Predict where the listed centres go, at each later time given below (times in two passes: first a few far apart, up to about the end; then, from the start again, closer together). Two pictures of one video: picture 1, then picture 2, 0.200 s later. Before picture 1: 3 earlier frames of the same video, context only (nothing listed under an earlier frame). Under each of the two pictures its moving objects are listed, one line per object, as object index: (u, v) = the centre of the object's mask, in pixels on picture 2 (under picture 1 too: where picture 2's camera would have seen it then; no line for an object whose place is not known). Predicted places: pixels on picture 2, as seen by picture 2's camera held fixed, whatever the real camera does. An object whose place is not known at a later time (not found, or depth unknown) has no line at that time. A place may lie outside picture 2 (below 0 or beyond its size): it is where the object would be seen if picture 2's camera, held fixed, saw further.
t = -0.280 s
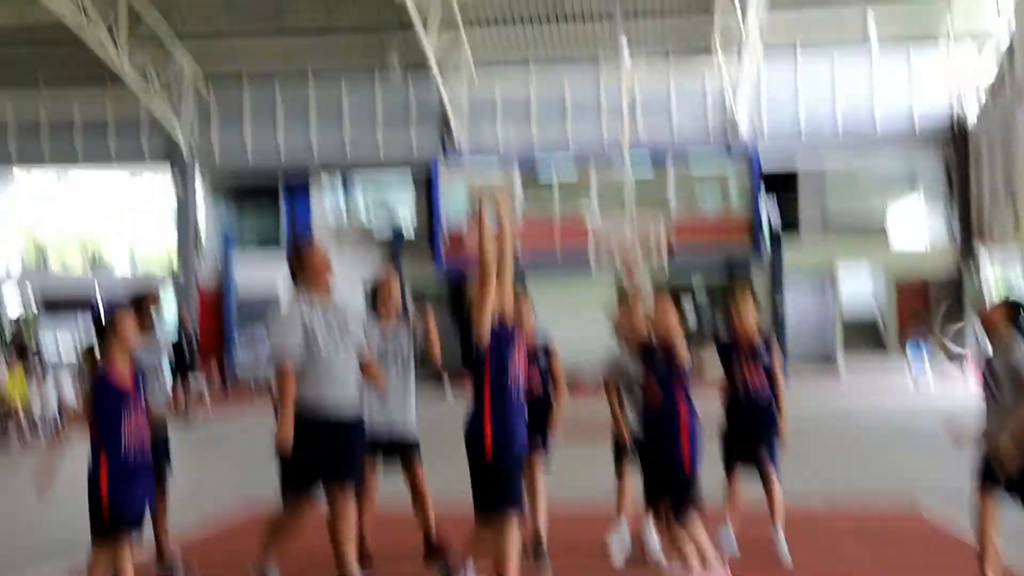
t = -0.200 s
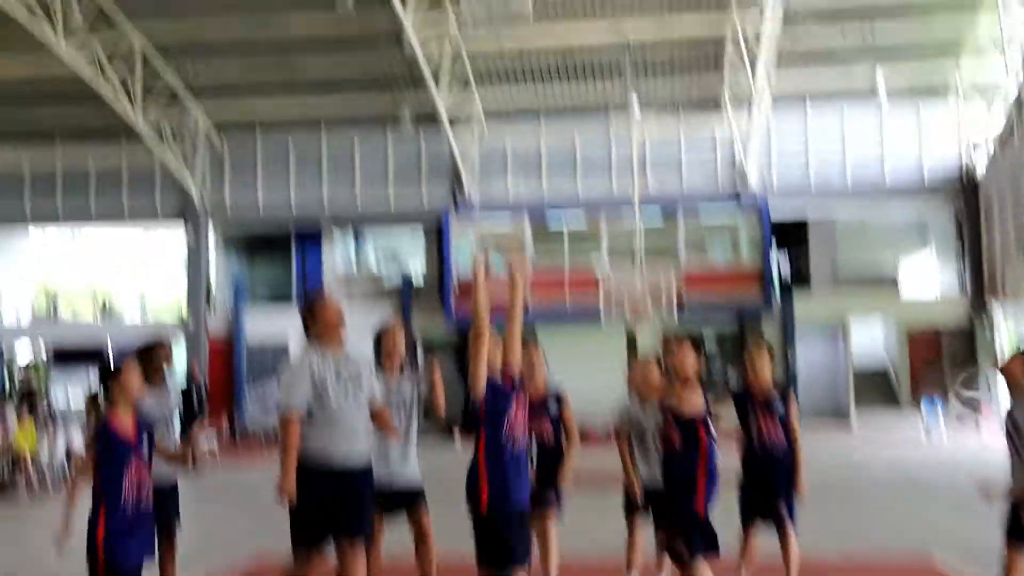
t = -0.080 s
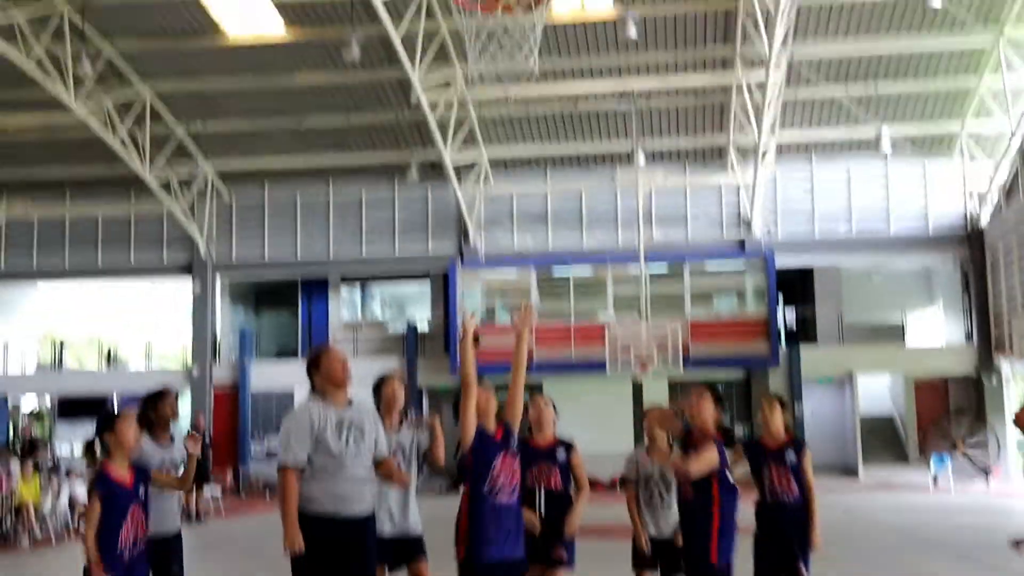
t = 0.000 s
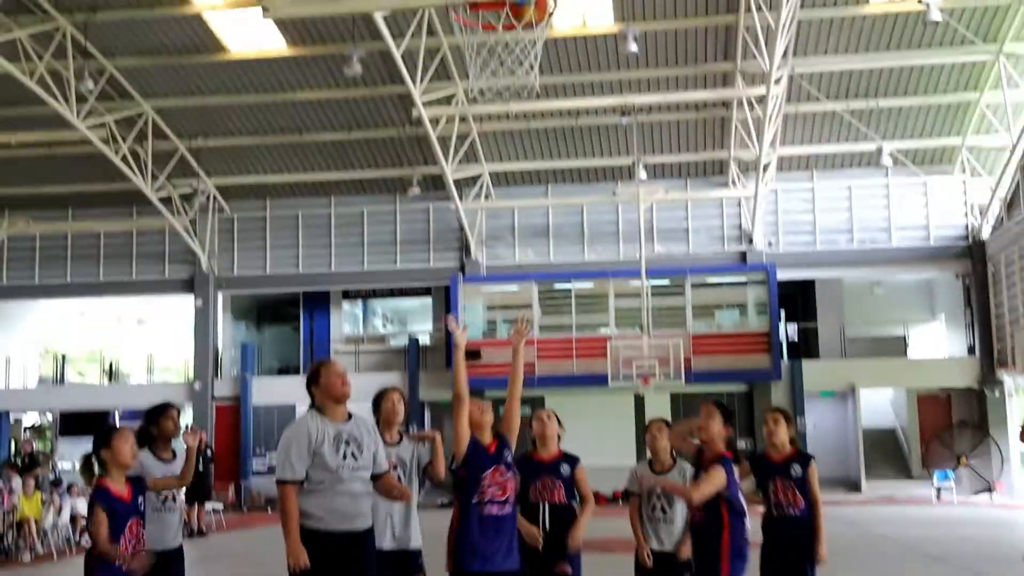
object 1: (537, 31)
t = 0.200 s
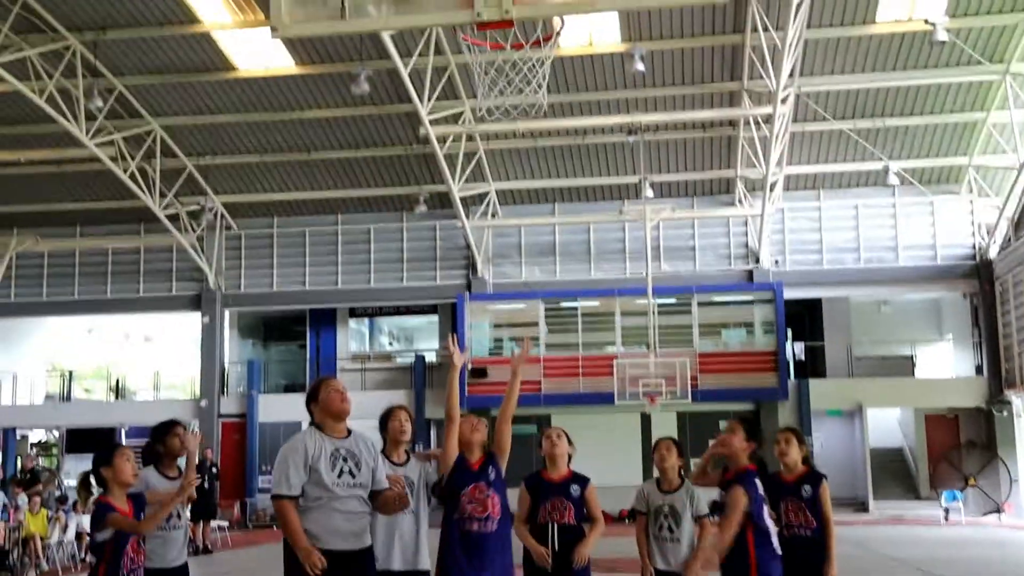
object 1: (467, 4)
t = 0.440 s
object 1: (513, 37)
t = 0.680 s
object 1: (531, 119)
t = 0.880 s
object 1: (541, 249)
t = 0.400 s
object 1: (515, 35)
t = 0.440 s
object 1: (513, 37)
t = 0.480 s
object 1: (517, 46)
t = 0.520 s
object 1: (522, 64)
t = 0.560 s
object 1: (525, 74)
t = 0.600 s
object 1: (528, 89)
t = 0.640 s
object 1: (530, 102)
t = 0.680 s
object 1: (531, 119)
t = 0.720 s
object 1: (534, 136)
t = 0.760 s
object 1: (536, 158)
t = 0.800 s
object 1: (537, 185)
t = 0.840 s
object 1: (539, 215)
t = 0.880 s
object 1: (541, 249)
